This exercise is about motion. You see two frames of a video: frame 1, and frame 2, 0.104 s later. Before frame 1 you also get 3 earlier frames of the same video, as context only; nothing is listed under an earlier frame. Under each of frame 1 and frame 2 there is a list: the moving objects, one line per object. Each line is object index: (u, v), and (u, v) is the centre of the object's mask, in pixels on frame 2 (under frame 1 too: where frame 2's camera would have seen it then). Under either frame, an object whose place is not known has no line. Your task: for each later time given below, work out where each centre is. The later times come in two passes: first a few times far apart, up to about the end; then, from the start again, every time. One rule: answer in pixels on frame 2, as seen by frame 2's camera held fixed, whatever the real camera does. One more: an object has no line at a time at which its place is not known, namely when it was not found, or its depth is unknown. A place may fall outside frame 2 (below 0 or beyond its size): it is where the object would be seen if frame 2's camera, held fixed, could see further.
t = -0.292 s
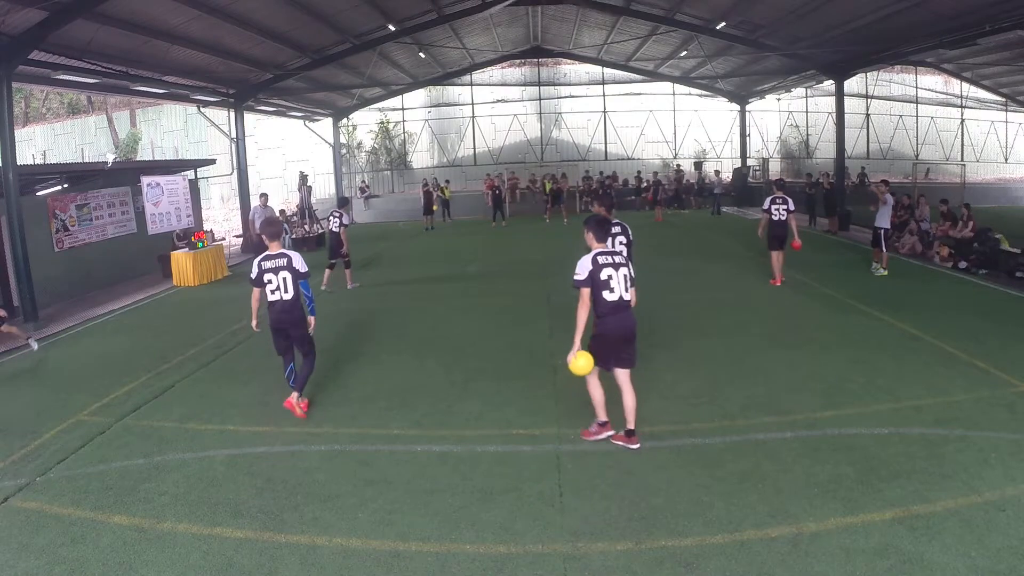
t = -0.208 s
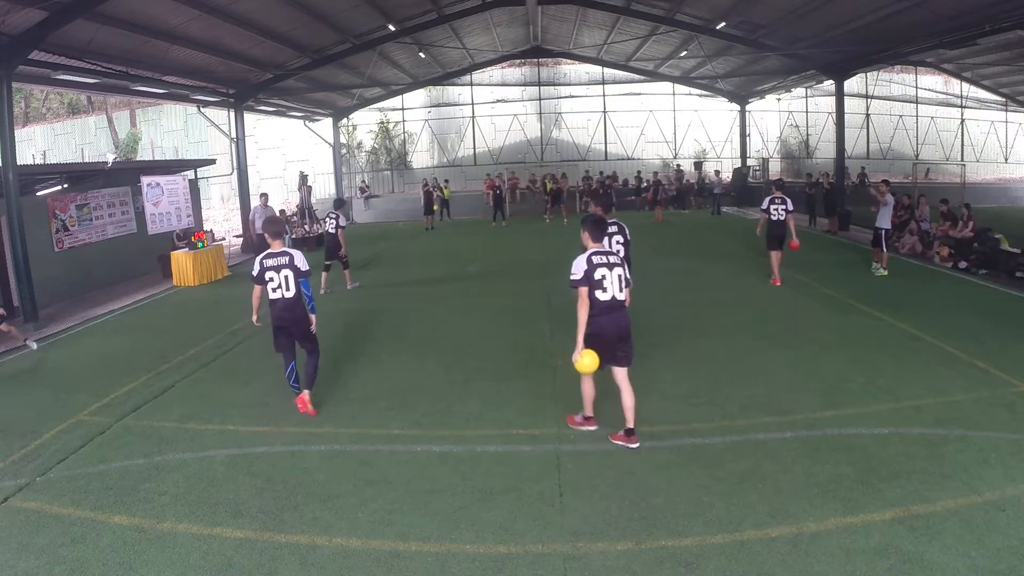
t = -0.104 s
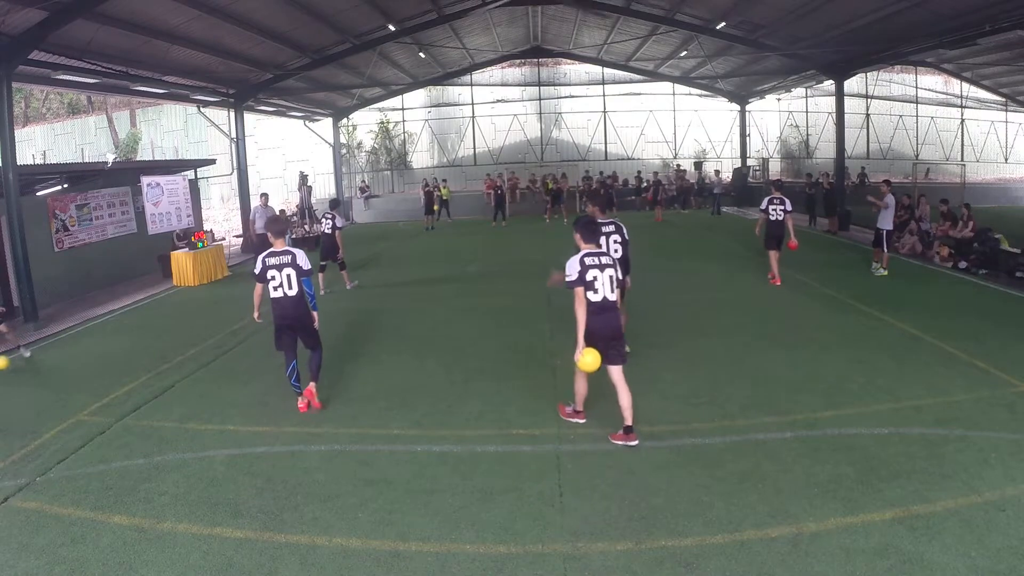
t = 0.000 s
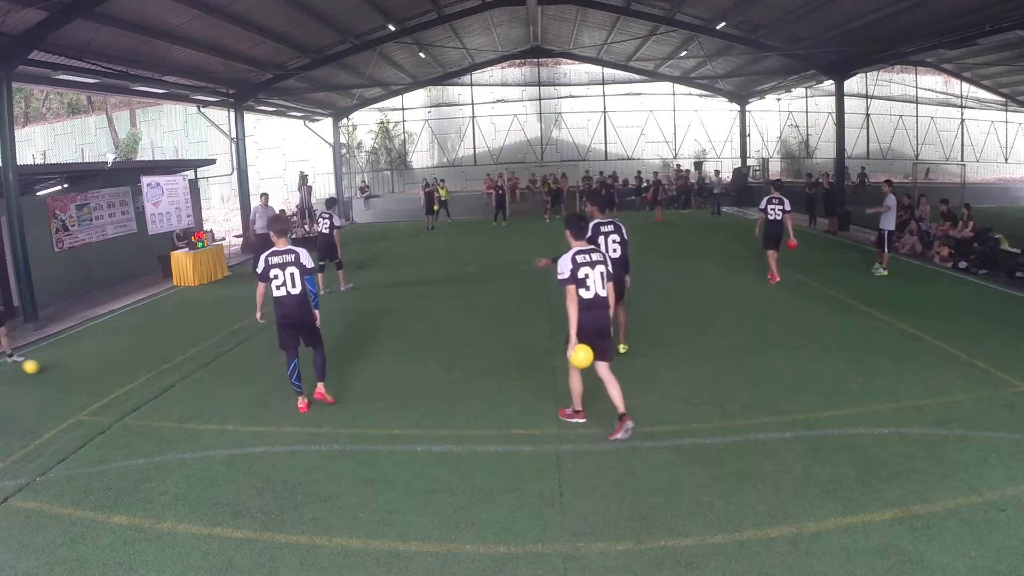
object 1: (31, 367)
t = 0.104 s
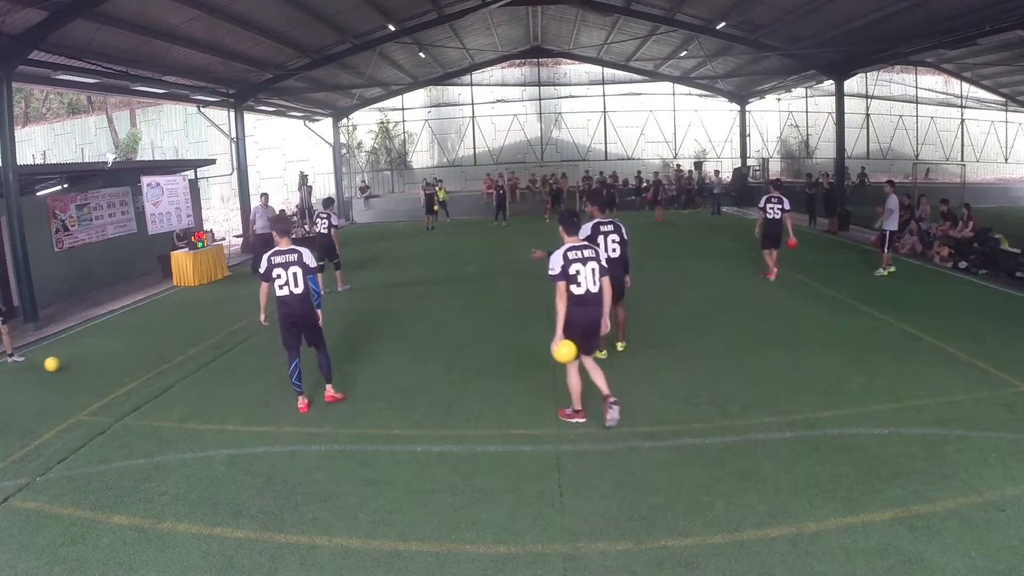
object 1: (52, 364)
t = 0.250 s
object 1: (75, 362)
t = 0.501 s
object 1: (119, 361)
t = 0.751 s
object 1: (164, 361)
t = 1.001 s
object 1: (207, 358)
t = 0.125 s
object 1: (55, 363)
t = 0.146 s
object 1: (58, 362)
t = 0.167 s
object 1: (61, 361)
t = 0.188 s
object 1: (65, 361)
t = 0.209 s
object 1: (68, 361)
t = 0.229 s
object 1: (71, 361)
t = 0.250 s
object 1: (75, 362)
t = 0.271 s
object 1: (79, 363)
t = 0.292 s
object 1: (82, 364)
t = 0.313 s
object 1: (86, 365)
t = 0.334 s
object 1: (90, 366)
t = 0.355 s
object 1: (93, 364)
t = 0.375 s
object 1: (97, 363)
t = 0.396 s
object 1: (100, 362)
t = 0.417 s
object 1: (104, 361)
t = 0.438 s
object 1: (108, 360)
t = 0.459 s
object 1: (111, 360)
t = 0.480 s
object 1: (116, 360)
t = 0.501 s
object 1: (119, 361)
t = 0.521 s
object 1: (123, 362)
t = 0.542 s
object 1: (127, 363)
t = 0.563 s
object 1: (131, 364)
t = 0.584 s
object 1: (134, 362)
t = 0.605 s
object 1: (138, 361)
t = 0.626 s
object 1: (142, 360)
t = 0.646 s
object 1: (145, 359)
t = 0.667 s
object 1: (149, 359)
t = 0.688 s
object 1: (153, 359)
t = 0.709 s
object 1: (157, 360)
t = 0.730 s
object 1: (160, 360)
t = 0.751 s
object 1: (164, 361)
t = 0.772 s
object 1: (168, 361)
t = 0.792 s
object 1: (171, 360)
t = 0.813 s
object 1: (175, 359)
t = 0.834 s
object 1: (178, 359)
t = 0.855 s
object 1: (182, 358)
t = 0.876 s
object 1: (185, 359)
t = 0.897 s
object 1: (189, 359)
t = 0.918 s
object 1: (193, 359)
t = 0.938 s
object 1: (196, 358)
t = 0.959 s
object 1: (200, 358)
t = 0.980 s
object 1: (204, 358)
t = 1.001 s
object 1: (207, 358)
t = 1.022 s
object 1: (211, 358)
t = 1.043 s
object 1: (214, 359)
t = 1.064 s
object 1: (218, 358)
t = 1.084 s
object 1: (221, 357)
